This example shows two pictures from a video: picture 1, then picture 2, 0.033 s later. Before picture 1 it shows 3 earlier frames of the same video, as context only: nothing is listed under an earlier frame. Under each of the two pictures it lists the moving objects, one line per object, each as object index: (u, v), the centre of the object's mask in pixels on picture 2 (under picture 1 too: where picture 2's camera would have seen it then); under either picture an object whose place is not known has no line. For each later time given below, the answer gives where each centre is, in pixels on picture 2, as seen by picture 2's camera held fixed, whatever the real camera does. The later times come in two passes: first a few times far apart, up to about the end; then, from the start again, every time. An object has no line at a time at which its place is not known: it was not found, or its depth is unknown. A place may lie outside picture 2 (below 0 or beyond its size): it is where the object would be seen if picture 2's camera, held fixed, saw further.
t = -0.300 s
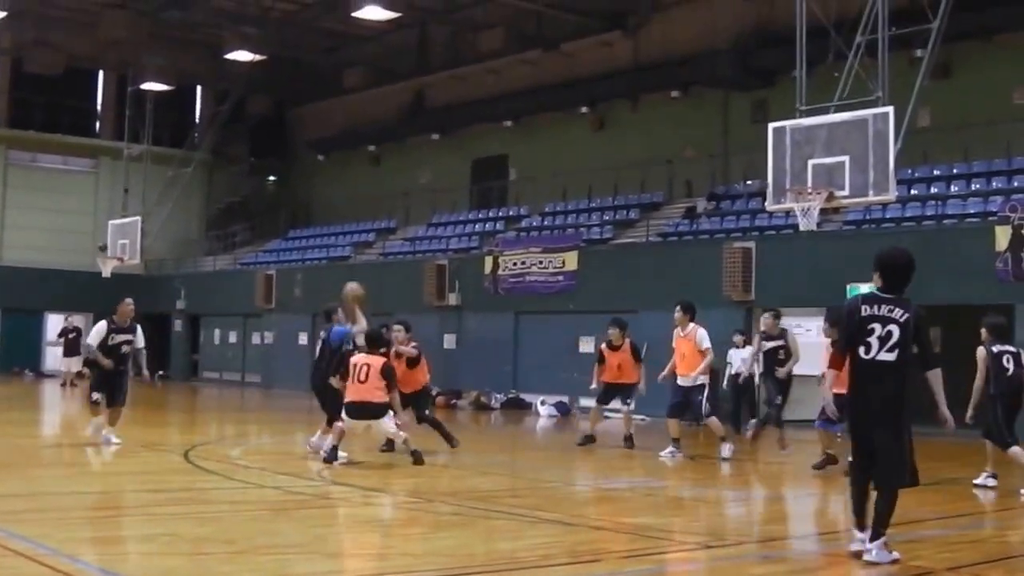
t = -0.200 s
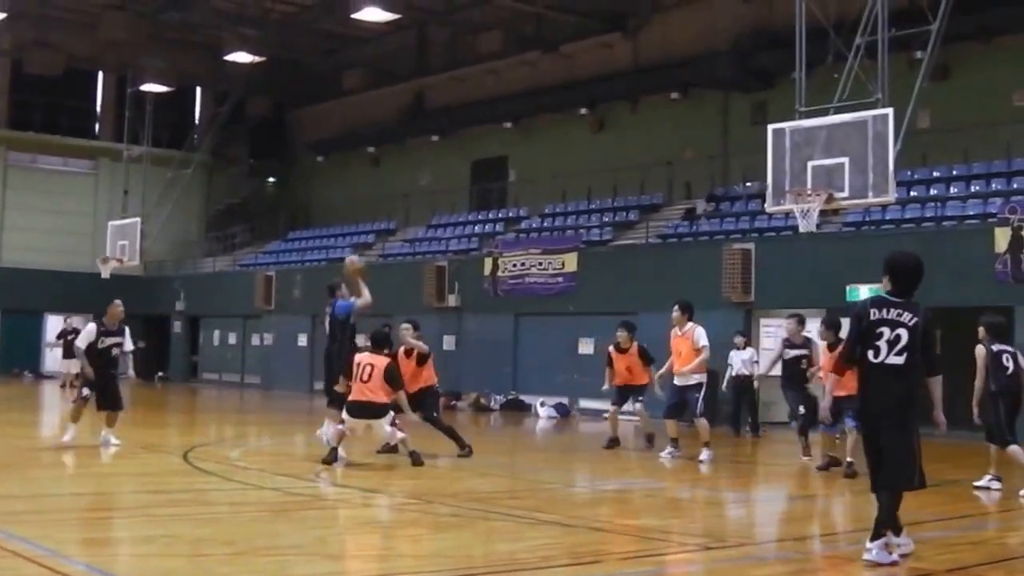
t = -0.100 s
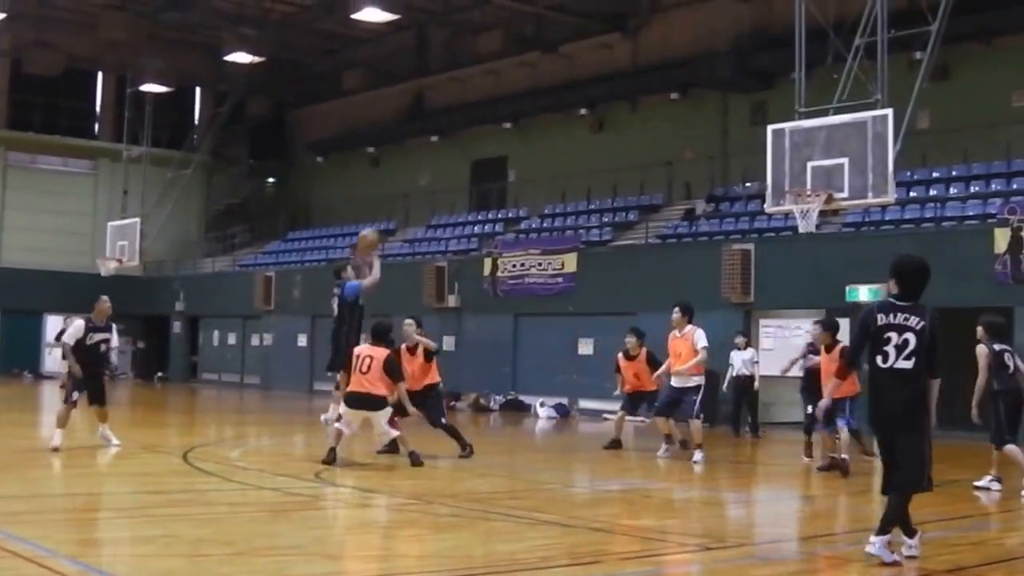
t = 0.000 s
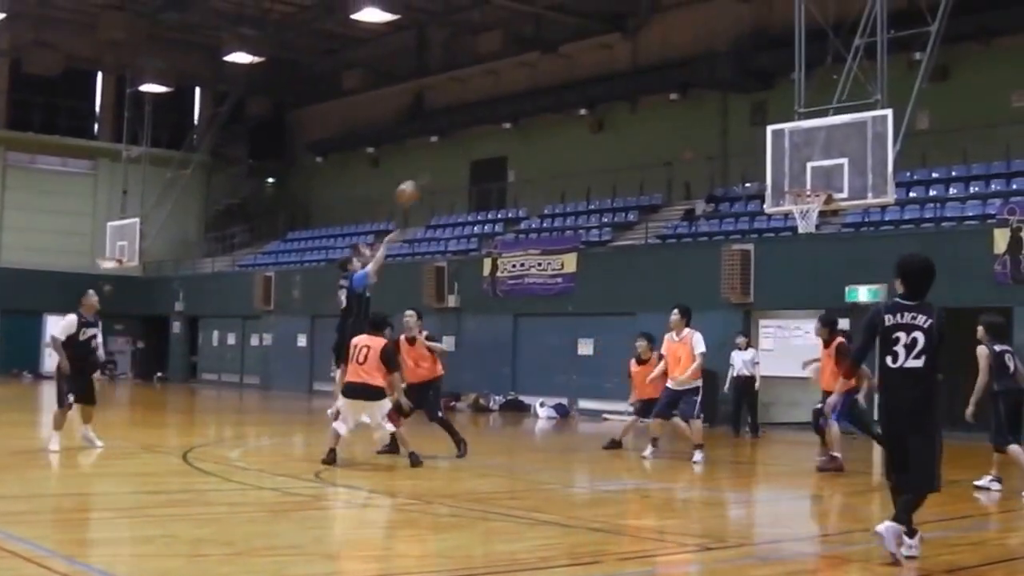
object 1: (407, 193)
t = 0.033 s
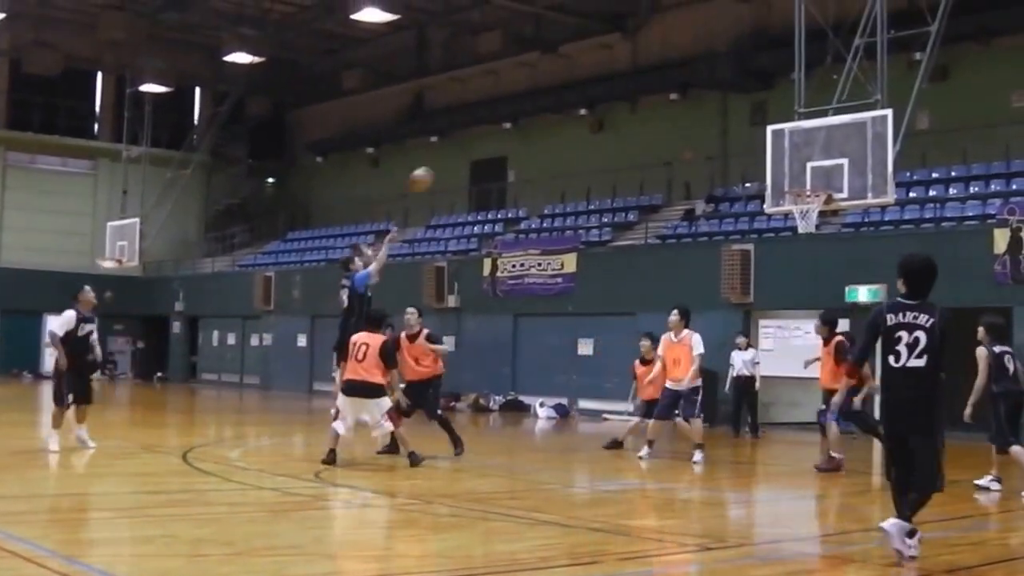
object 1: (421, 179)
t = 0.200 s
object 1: (488, 125)
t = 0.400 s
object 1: (564, 93)
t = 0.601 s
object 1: (636, 96)
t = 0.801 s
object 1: (704, 131)
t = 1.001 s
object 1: (766, 197)
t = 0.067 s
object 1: (434, 167)
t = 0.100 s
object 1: (448, 155)
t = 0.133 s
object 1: (461, 142)
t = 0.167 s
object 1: (475, 133)
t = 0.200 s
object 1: (488, 125)
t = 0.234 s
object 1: (502, 117)
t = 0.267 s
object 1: (514, 110)
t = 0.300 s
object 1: (527, 104)
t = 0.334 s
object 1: (539, 99)
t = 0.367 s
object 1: (552, 96)
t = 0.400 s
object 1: (564, 93)
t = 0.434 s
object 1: (576, 91)
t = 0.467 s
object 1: (589, 90)
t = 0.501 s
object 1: (601, 90)
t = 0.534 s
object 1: (613, 91)
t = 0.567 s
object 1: (624, 93)
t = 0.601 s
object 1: (636, 96)
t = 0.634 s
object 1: (647, 99)
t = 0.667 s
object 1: (658, 104)
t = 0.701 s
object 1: (670, 108)
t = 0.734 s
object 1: (682, 116)
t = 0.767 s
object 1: (693, 123)
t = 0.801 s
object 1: (704, 131)
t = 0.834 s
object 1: (715, 140)
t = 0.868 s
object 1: (725, 150)
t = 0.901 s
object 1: (736, 161)
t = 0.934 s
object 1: (747, 172)
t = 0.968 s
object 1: (757, 184)
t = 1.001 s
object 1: (766, 197)
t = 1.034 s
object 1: (777, 215)
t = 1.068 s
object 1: (787, 228)
